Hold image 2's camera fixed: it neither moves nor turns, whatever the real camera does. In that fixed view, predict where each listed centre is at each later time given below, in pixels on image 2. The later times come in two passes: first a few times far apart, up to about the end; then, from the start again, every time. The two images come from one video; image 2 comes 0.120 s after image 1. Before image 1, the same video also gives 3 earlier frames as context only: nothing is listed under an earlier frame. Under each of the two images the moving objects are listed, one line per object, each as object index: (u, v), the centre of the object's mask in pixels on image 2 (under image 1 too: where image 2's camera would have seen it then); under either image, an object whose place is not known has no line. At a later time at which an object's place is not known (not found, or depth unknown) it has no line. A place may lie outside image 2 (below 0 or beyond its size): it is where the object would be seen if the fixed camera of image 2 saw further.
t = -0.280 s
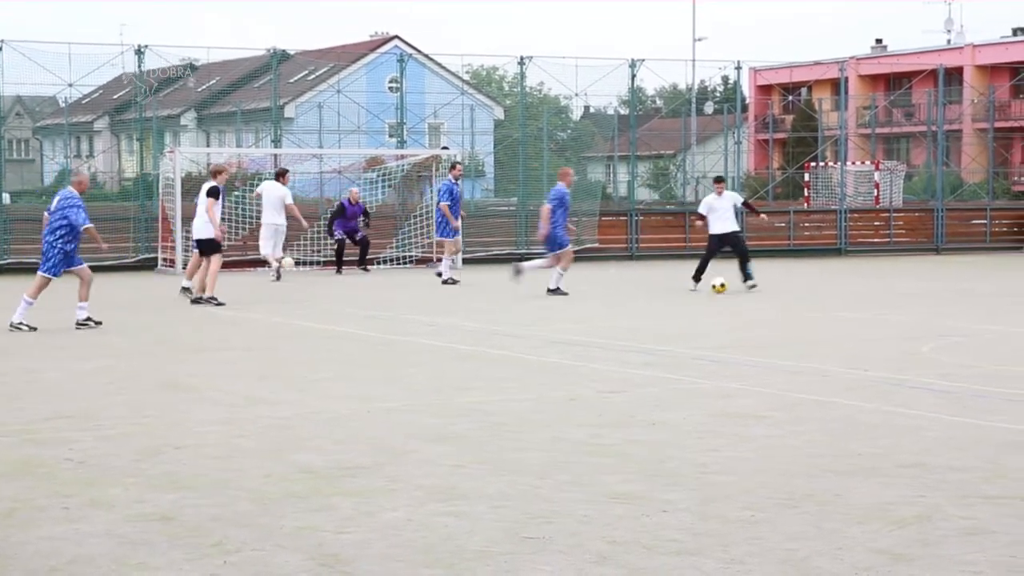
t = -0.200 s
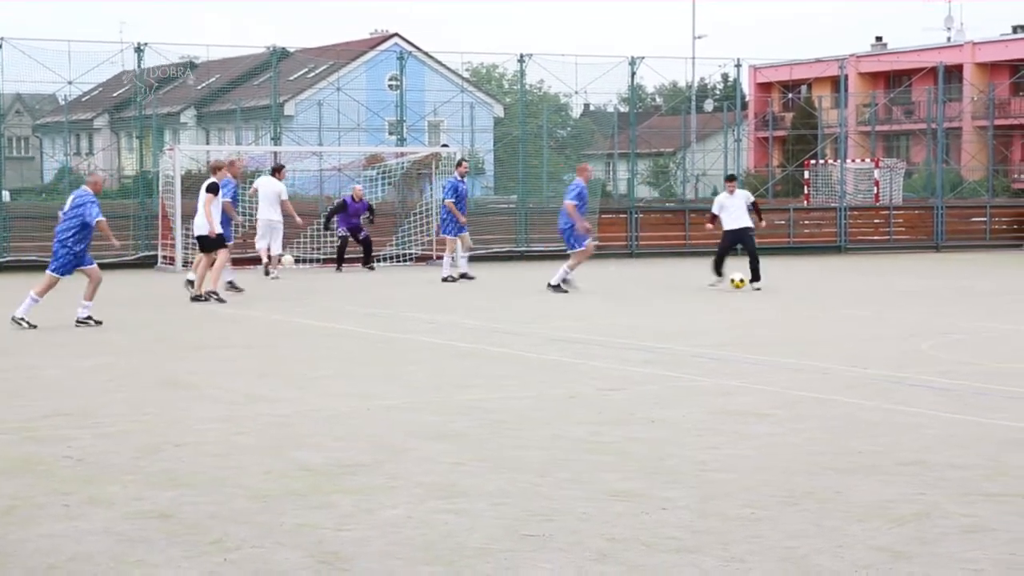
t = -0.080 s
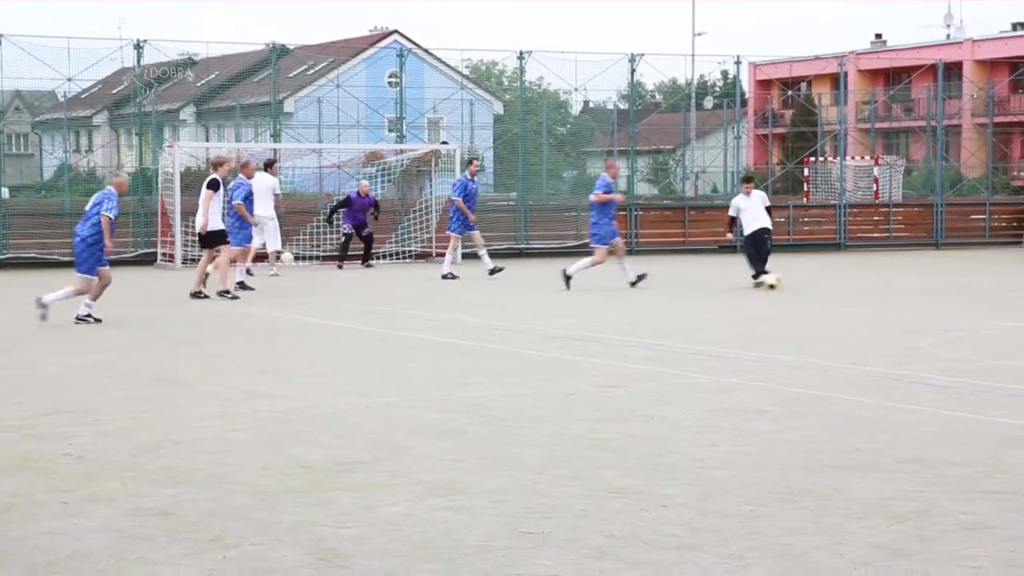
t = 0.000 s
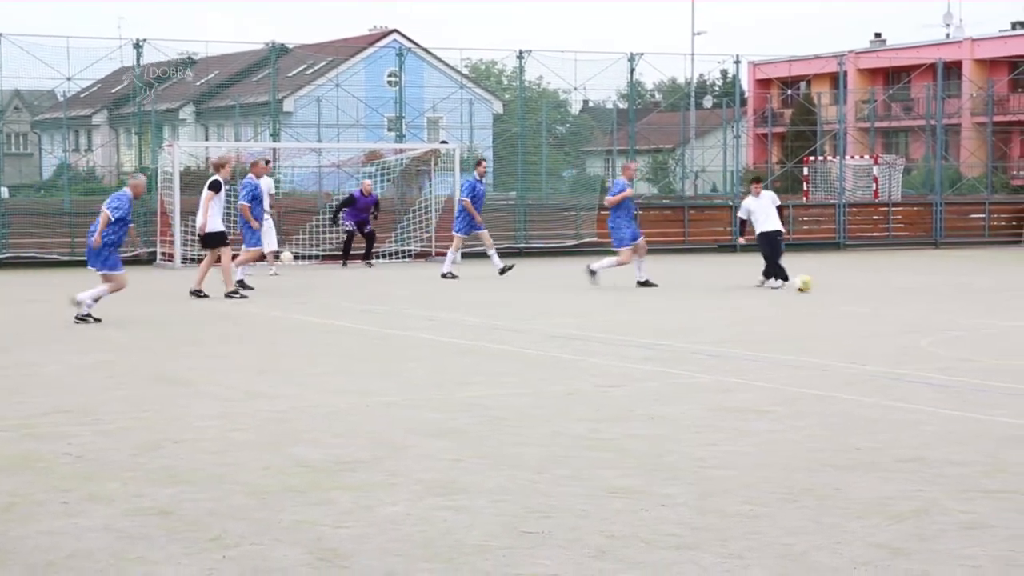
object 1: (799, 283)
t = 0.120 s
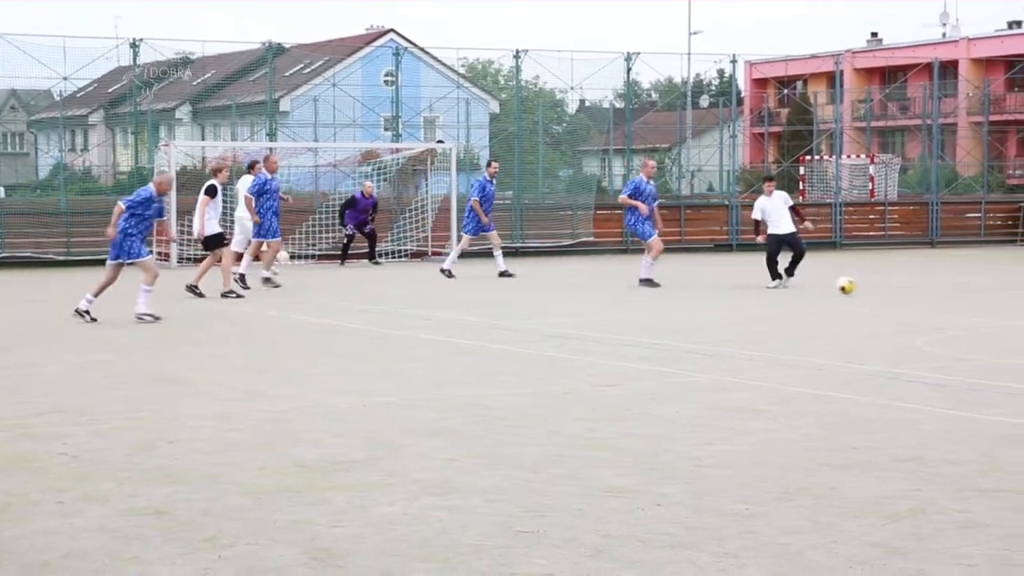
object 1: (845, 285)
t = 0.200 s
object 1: (880, 288)
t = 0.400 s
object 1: (961, 294)
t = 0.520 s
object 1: (1012, 299)
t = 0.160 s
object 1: (863, 288)
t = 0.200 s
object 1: (880, 288)
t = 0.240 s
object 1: (896, 289)
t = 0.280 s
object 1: (912, 290)
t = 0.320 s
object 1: (929, 293)
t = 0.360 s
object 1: (945, 293)
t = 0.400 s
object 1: (961, 294)
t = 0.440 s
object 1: (978, 296)
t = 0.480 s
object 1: (995, 299)
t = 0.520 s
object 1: (1012, 299)
